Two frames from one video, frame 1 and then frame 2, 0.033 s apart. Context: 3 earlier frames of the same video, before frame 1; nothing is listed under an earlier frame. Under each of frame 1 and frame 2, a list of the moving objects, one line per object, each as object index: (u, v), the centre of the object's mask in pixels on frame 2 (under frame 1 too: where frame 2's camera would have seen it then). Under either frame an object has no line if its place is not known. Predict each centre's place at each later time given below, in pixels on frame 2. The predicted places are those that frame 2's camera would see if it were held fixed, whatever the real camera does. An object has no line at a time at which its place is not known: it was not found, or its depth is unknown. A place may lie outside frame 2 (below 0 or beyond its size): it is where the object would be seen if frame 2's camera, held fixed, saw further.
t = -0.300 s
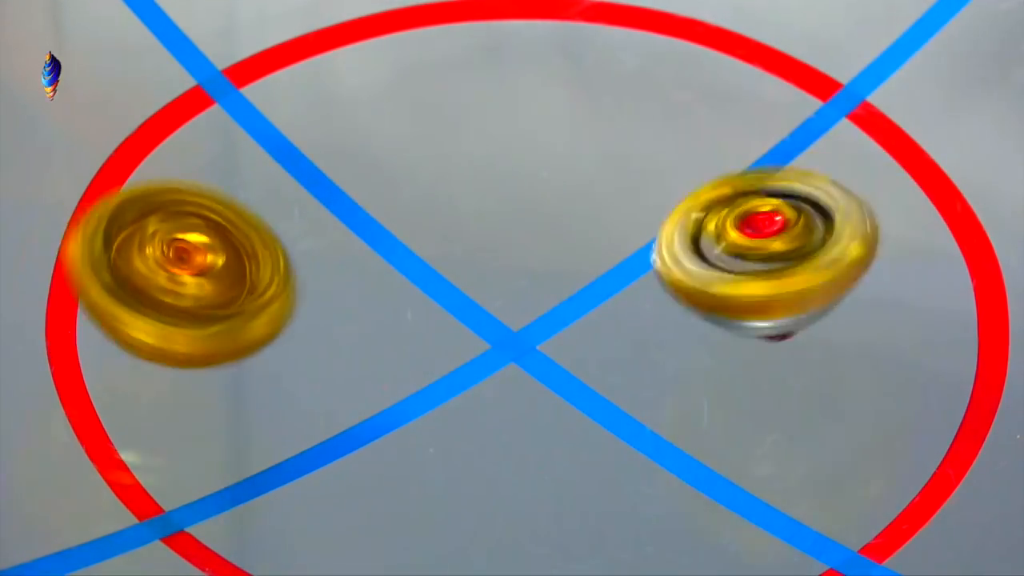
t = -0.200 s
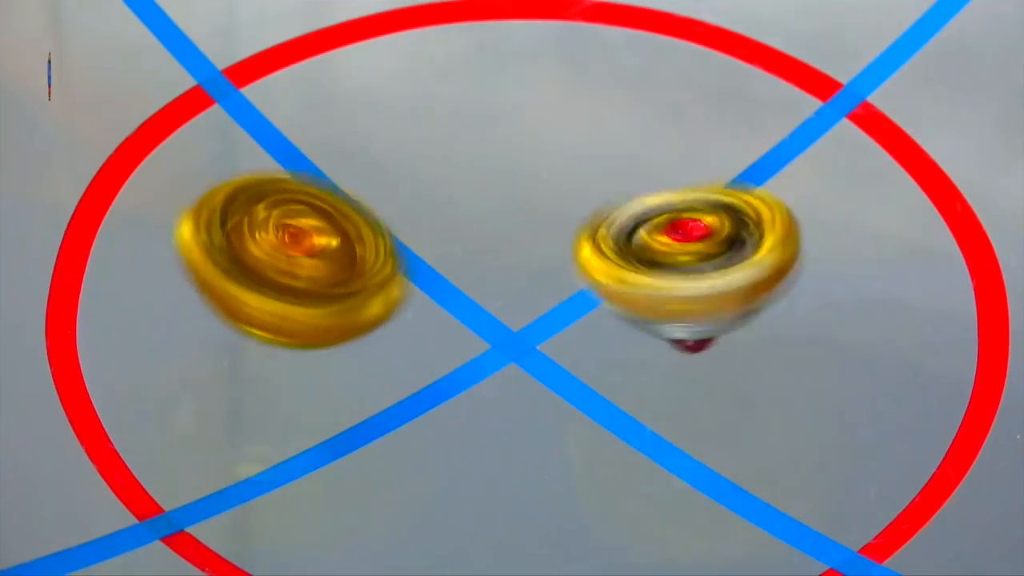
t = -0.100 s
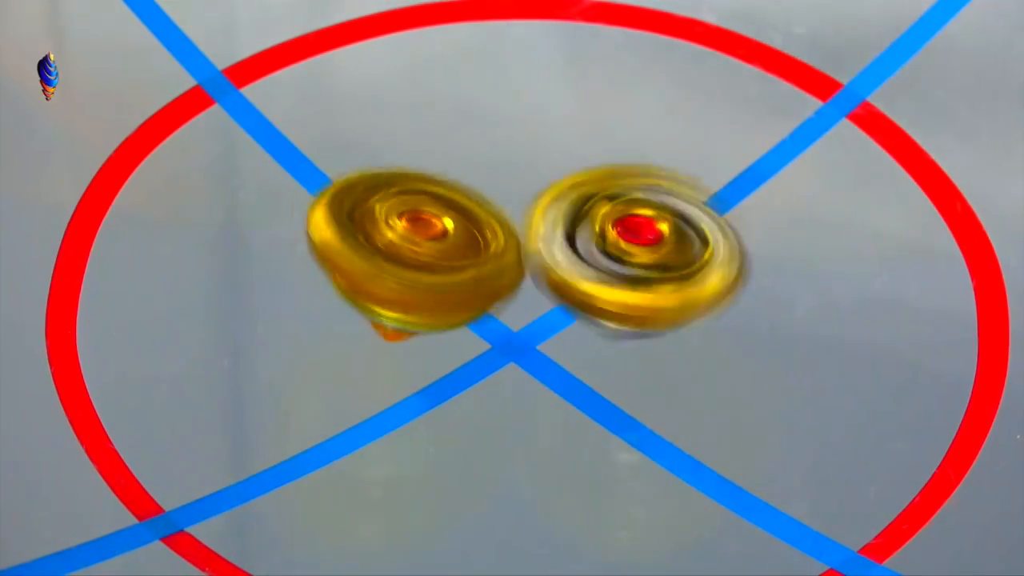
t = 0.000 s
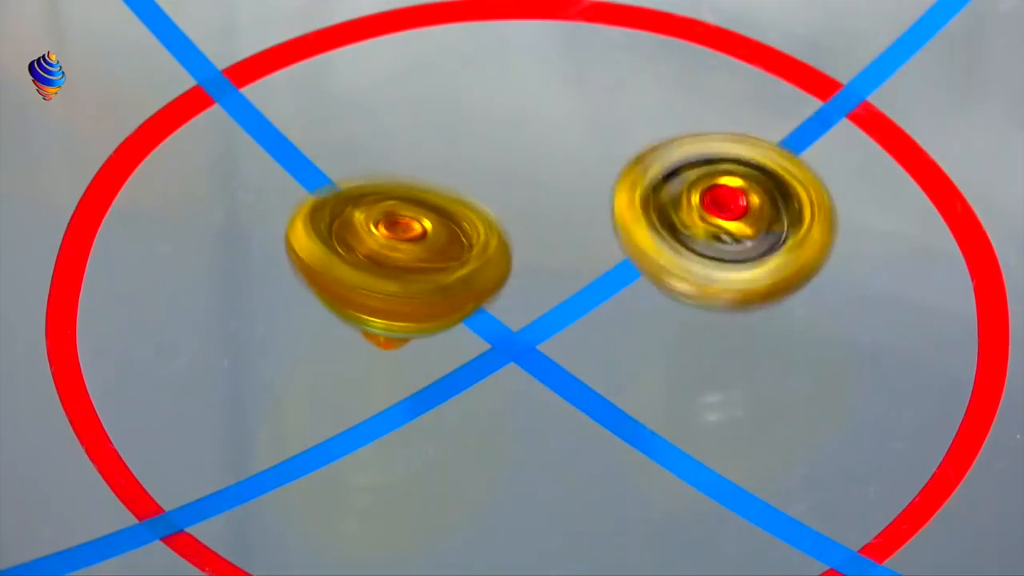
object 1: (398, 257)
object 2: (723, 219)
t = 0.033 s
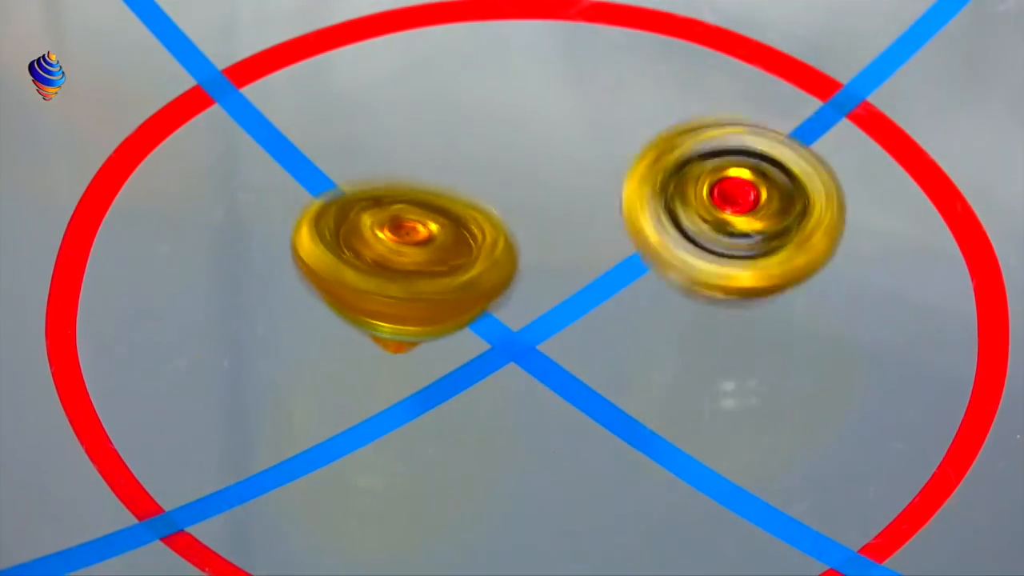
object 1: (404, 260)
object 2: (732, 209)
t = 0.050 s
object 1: (411, 261)
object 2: (740, 205)
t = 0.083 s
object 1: (427, 264)
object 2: (742, 199)
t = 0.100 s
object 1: (436, 266)
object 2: (745, 192)
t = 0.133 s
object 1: (459, 270)
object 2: (747, 188)
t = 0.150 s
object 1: (473, 271)
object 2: (746, 182)
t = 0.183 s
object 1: (500, 273)
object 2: (747, 178)
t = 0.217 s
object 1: (528, 274)
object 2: (748, 175)
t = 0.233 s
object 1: (542, 274)
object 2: (744, 174)
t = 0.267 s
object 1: (562, 279)
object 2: (747, 167)
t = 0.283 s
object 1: (560, 289)
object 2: (754, 158)
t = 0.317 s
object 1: (551, 308)
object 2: (768, 139)
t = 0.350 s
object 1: (542, 321)
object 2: (776, 127)
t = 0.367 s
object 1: (539, 327)
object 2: (775, 124)
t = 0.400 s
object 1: (533, 335)
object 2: (772, 118)
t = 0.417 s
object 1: (529, 338)
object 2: (771, 116)
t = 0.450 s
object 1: (526, 341)
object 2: (763, 114)
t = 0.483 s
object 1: (525, 341)
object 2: (752, 113)
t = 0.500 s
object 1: (524, 341)
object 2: (747, 114)
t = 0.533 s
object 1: (522, 339)
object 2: (727, 119)
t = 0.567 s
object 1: (521, 336)
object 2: (709, 124)
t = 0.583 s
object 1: (522, 334)
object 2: (700, 129)
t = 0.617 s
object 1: (521, 331)
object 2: (679, 138)
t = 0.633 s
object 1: (519, 329)
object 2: (672, 141)
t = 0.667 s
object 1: (518, 326)
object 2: (652, 150)
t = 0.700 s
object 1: (517, 322)
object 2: (630, 161)
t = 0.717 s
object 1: (516, 321)
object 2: (624, 166)
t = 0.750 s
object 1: (515, 317)
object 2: (603, 171)
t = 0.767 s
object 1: (512, 327)
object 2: (597, 170)
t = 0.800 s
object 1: (500, 356)
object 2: (587, 147)
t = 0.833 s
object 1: (488, 376)
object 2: (576, 127)
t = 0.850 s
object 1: (484, 385)
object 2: (572, 118)
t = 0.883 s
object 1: (476, 398)
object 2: (562, 107)
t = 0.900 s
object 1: (472, 401)
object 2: (553, 101)
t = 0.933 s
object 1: (463, 407)
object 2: (544, 93)
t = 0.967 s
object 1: (453, 407)
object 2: (534, 88)
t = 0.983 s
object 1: (447, 405)
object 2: (527, 85)
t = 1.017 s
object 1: (443, 400)
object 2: (518, 83)
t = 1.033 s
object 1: (439, 397)
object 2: (513, 82)
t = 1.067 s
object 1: (436, 389)
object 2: (505, 83)
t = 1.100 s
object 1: (437, 379)
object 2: (501, 82)
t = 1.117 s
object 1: (439, 375)
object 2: (497, 84)
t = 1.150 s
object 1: (441, 362)
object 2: (493, 86)
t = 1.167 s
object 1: (445, 355)
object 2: (495, 91)
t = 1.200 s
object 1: (450, 342)
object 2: (489, 99)
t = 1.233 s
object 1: (456, 328)
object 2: (487, 109)
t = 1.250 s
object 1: (461, 321)
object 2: (489, 114)
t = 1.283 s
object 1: (468, 306)
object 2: (487, 127)
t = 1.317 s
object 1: (477, 298)
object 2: (488, 135)
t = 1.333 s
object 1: (479, 310)
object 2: (499, 126)
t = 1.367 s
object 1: (480, 334)
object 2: (501, 95)
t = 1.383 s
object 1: (482, 346)
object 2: (507, 82)
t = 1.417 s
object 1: (490, 365)
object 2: (515, 69)
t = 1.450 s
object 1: (496, 379)
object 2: (524, 64)
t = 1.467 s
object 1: (497, 383)
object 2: (528, 63)
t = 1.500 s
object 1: (506, 389)
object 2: (533, 61)
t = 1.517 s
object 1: (510, 392)
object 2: (539, 62)
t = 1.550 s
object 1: (511, 390)
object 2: (543, 63)
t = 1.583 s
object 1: (514, 386)
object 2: (551, 66)
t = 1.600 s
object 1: (517, 384)
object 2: (553, 67)
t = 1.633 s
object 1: (516, 377)
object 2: (561, 72)
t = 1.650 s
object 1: (518, 372)
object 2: (562, 76)
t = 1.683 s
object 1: (520, 365)
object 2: (565, 83)
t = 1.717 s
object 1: (517, 354)
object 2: (569, 97)
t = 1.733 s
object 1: (518, 348)
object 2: (571, 107)
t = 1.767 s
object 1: (519, 337)
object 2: (572, 124)
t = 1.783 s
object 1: (518, 331)
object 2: (572, 130)
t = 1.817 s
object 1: (517, 318)
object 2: (572, 148)
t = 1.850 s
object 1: (518, 322)
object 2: (572, 155)
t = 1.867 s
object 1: (512, 339)
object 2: (569, 140)
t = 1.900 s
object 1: (508, 368)
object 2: (568, 121)
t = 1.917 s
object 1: (507, 379)
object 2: (569, 113)
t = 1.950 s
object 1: (501, 399)
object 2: (565, 102)
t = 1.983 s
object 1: (501, 415)
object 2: (557, 95)
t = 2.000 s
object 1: (499, 419)
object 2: (556, 93)
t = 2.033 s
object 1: (497, 423)
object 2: (547, 93)
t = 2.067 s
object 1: (492, 424)
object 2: (538, 97)
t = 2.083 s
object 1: (493, 421)
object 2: (526, 98)
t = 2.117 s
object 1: (492, 417)
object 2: (515, 102)
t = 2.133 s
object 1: (492, 413)
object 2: (510, 106)
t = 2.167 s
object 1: (493, 405)
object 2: (498, 110)
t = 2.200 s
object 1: (491, 393)
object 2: (485, 116)
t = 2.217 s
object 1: (494, 386)
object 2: (483, 117)
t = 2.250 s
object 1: (494, 373)
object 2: (474, 124)
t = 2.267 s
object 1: (496, 365)
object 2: (464, 128)
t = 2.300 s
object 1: (499, 350)
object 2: (457, 135)
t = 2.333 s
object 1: (500, 331)
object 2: (447, 142)
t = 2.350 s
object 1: (504, 323)
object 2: (445, 148)
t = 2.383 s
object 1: (506, 310)
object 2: (434, 153)
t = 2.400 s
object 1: (517, 307)
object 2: (431, 151)
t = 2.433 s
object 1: (527, 303)
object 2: (416, 145)
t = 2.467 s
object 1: (543, 298)
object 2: (407, 145)
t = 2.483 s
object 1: (545, 295)
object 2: (399, 144)
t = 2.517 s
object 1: (558, 287)
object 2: (390, 144)
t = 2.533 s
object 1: (560, 283)
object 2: (389, 147)
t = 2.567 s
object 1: (568, 274)
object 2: (376, 148)
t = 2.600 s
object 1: (573, 265)
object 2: (373, 153)
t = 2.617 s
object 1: (574, 260)
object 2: (372, 154)
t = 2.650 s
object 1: (577, 252)
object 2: (373, 159)
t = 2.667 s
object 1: (576, 248)
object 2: (368, 164)
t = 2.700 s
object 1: (579, 240)
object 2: (369, 169)
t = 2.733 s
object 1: (600, 242)
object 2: (353, 170)
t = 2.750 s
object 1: (616, 245)
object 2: (344, 167)
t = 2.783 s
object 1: (648, 252)
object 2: (320, 160)
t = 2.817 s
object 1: (669, 259)
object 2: (307, 156)
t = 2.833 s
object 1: (682, 261)
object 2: (299, 155)
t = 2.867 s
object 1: (695, 268)
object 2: (295, 153)
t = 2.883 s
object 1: (702, 268)
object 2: (294, 150)
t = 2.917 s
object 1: (707, 273)
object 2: (292, 149)
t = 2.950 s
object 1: (708, 273)
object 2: (291, 149)
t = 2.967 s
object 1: (707, 276)
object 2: (294, 151)
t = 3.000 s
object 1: (701, 274)
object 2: (303, 154)
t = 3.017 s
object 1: (699, 276)
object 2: (302, 155)
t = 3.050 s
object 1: (689, 275)
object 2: (314, 159)
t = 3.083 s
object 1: (681, 276)
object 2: (327, 168)
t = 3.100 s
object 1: (674, 275)
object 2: (336, 170)
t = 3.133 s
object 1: (666, 276)
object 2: (351, 178)
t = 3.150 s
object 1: (657, 275)
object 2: (357, 186)
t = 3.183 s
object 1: (649, 275)
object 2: (373, 195)
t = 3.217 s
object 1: (638, 275)
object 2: (389, 206)
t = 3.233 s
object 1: (631, 275)
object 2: (393, 209)
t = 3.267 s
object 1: (621, 274)
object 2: (405, 219)
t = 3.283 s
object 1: (625, 275)
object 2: (406, 220)
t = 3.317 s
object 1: (636, 278)
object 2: (400, 224)
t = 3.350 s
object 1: (639, 279)
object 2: (395, 230)
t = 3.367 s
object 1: (643, 280)
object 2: (393, 235)
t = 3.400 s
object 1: (640, 279)
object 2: (393, 241)
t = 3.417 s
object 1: (642, 279)
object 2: (388, 243)
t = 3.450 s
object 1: (634, 278)
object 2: (386, 250)
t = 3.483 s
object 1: (632, 278)
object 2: (382, 256)
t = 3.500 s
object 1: (626, 277)
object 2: (385, 258)
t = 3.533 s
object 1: (623, 277)
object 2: (382, 264)
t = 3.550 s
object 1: (616, 276)
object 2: (378, 268)
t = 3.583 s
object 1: (612, 276)
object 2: (378, 272)
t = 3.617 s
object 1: (613, 274)
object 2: (368, 275)
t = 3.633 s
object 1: (614, 274)
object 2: (359, 277)
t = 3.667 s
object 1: (621, 273)
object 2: (351, 279)
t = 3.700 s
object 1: (616, 272)
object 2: (345, 278)
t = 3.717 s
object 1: (619, 271)
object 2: (344, 278)
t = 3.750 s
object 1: (611, 272)
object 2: (340, 276)
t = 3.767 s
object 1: (613, 272)
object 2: (342, 278)
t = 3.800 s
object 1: (606, 272)
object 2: (347, 278)
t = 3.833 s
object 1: (604, 273)
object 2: (350, 275)
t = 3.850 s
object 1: (601, 273)
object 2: (353, 276)
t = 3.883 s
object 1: (599, 274)
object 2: (366, 276)
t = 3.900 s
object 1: (601, 272)
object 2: (361, 273)
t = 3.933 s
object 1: (606, 273)
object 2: (366, 272)
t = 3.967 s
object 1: (611, 270)
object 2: (375, 272)
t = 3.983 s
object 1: (613, 269)
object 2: (375, 267)
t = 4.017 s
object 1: (623, 268)
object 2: (376, 266)
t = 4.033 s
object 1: (623, 267)
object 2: (386, 266)
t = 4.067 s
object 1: (627, 265)
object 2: (394, 263)
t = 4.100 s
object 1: (636, 262)
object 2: (391, 259)
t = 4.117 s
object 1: (642, 263)
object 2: (396, 262)
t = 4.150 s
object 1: (647, 259)
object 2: (395, 258)
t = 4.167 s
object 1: (647, 260)
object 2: (394, 258)
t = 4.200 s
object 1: (646, 257)
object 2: (409, 259)
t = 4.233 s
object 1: (641, 255)
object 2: (415, 258)
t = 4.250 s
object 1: (654, 252)
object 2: (400, 261)
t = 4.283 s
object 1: (680, 238)
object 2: (379, 267)
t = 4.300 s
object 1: (687, 232)
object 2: (373, 271)
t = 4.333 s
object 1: (703, 221)
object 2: (360, 276)
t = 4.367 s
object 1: (714, 209)
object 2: (350, 279)
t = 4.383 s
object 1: (713, 205)
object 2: (347, 281)
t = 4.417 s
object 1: (718, 195)
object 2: (344, 283)
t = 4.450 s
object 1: (717, 188)
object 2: (343, 283)
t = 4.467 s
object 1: (714, 182)
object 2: (336, 282)
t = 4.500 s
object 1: (705, 178)
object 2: (336, 282)
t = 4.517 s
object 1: (704, 174)
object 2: (340, 282)
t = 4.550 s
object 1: (689, 170)
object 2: (342, 281)
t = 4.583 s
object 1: (675, 168)
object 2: (349, 278)
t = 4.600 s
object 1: (669, 167)
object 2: (353, 280)
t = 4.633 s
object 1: (650, 168)
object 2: (366, 279)
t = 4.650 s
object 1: (641, 169)
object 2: (368, 276)
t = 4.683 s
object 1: (619, 172)
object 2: (379, 276)
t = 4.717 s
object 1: (599, 172)
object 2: (394, 277)
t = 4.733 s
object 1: (585, 176)
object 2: (404, 276)
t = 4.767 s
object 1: (572, 177)
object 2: (408, 280)
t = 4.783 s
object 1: (571, 167)
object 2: (398, 291)
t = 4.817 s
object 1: (578, 153)
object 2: (387, 311)
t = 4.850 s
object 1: (581, 142)
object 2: (379, 324)
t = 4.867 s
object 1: (585, 140)
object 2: (373, 330)
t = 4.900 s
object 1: (587, 136)
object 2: (372, 341)
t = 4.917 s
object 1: (583, 135)
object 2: (376, 343)
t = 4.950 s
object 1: (584, 137)
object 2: (378, 348)
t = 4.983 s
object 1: (581, 140)
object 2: (380, 352)
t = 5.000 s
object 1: (582, 141)
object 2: (382, 356)
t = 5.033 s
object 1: (578, 147)
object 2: (387, 357)
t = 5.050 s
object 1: (579, 153)
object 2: (383, 358)
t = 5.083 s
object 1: (579, 160)
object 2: (386, 359)
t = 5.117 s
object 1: (577, 169)
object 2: (389, 358)
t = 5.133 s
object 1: (572, 172)
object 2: (390, 357)
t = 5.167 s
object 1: (569, 181)
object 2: (396, 352)
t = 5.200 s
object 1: (569, 191)
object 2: (403, 350)
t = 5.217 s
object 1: (568, 195)
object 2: (414, 346)
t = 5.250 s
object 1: (567, 203)
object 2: (422, 339)
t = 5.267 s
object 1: (567, 208)
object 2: (427, 339)
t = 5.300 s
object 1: (572, 210)
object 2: (427, 337)
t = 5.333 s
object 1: (584, 205)
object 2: (426, 339)
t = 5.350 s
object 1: (586, 202)
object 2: (422, 341)
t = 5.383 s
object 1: (598, 199)
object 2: (428, 341)
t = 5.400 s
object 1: (605, 197)
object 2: (427, 338)
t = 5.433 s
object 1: (612, 196)
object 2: (430, 337)
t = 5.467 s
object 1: (612, 195)
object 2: (441, 335)
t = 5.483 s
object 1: (611, 197)
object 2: (444, 330)
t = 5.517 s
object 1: (610, 198)
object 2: (452, 327)
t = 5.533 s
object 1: (609, 196)
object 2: (463, 325)
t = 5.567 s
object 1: (611, 195)
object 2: (464, 324)
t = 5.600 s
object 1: (615, 190)
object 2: (461, 328)
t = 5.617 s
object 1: (620, 189)
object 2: (468, 329)
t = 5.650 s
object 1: (620, 186)
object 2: (468, 328)
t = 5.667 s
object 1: (616, 186)
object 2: (470, 330)
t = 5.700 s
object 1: (614, 187)
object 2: (480, 328)
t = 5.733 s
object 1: (611, 189)
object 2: (483, 325)
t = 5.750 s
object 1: (609, 187)
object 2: (486, 326)
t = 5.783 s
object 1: (605, 185)
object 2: (488, 329)
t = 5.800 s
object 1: (603, 186)
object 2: (484, 332)
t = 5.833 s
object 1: (597, 183)
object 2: (488, 335)
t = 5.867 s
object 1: (593, 183)
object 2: (493, 336)
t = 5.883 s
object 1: (588, 183)
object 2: (491, 337)
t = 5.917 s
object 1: (582, 186)
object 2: (494, 338)
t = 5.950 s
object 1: (579, 185)
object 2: (494, 342)
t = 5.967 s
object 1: (580, 181)
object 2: (486, 349)
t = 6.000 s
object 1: (581, 173)
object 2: (482, 356)
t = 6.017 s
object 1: (580, 167)
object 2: (476, 359)
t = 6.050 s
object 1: (578, 164)
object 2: (477, 361)
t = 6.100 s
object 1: (574, 165)
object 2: (472, 360)
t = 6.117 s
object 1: (572, 165)
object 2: (475, 359)
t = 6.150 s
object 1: (574, 168)
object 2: (468, 356)
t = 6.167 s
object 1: (572, 171)
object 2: (470, 355)
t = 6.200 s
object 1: (571, 177)
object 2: (468, 349)
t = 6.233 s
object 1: (572, 181)
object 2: (468, 341)
